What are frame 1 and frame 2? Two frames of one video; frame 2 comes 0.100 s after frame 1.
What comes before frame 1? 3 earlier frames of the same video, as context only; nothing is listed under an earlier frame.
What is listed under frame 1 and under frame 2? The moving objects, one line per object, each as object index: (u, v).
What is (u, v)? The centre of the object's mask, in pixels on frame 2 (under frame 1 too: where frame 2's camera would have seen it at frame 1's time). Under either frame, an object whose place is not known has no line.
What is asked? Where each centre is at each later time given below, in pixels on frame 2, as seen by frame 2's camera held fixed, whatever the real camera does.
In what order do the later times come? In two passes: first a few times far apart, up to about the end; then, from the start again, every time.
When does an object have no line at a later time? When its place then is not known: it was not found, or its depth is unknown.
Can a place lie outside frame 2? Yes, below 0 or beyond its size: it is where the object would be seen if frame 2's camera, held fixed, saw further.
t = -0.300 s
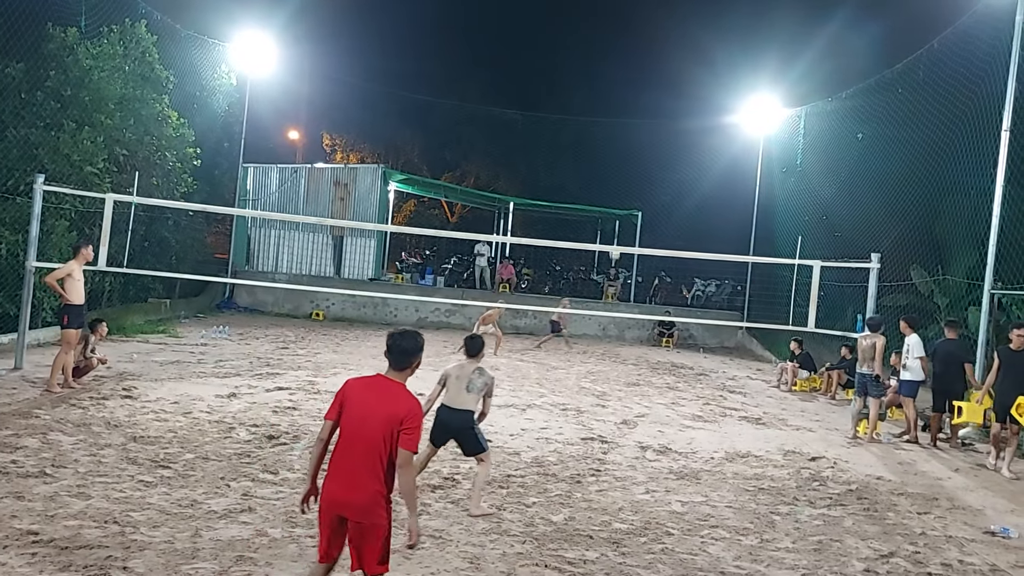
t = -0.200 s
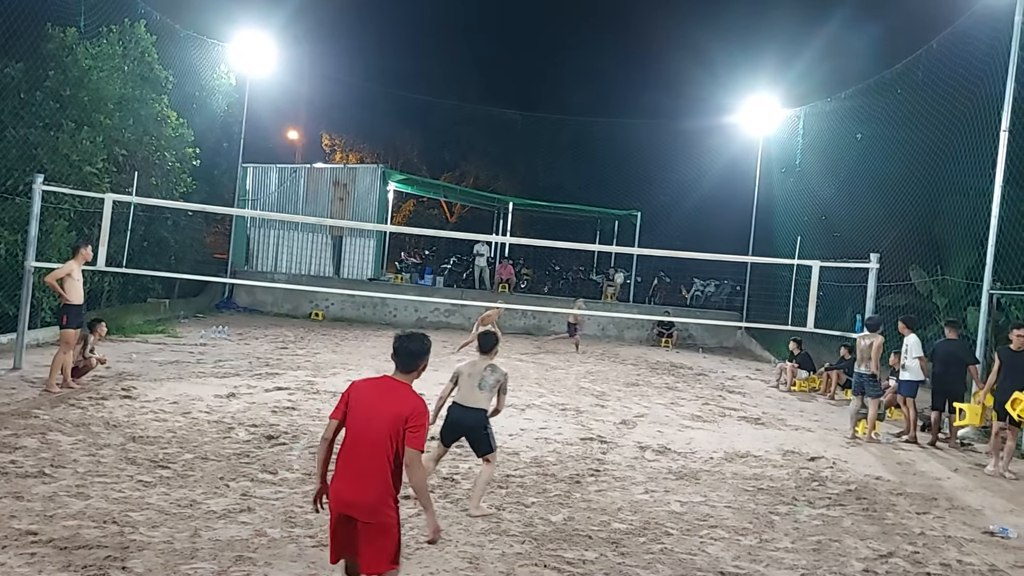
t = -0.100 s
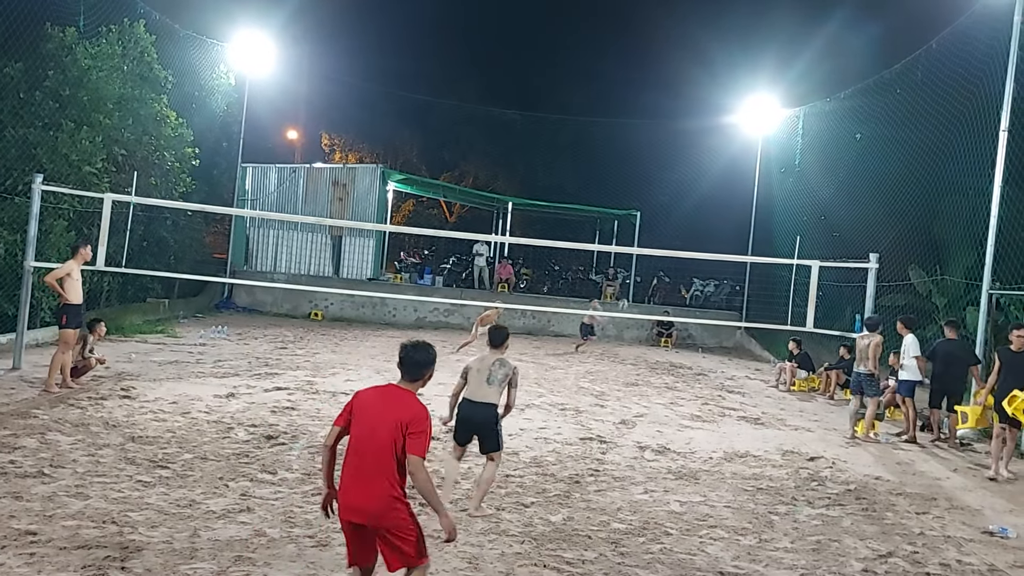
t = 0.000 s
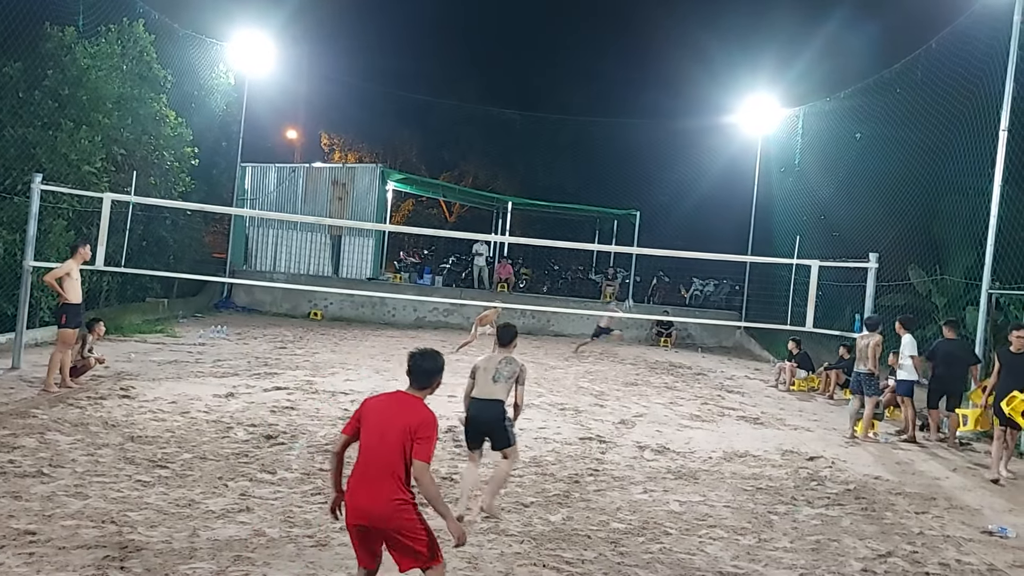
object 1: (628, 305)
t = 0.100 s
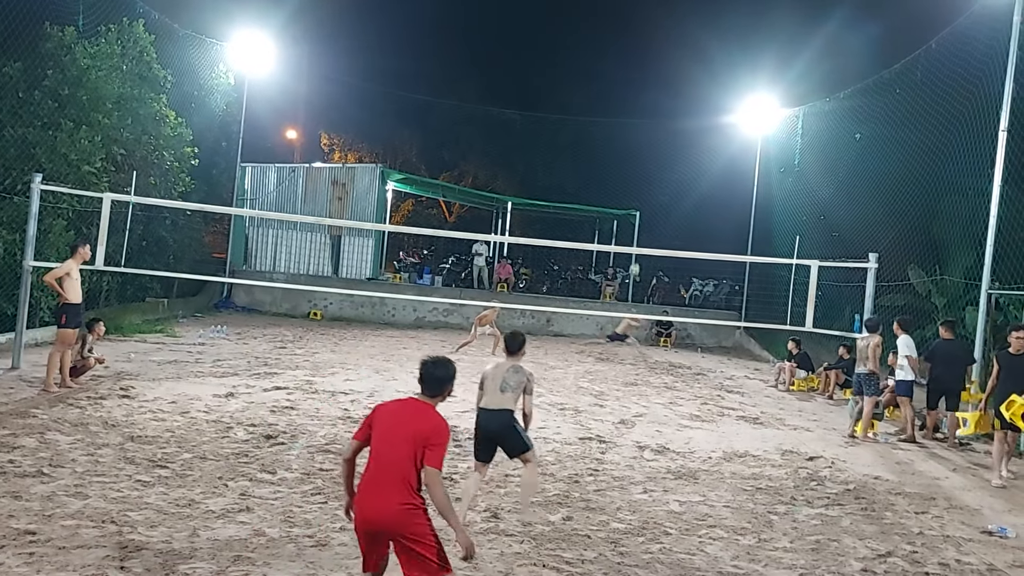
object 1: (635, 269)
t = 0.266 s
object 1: (643, 214)
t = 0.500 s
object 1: (646, 142)
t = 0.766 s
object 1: (640, 77)
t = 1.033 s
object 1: (615, 43)
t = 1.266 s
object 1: (566, 63)
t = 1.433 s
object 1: (501, 134)
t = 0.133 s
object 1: (635, 260)
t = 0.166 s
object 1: (640, 244)
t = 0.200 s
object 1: (640, 235)
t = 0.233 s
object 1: (641, 225)
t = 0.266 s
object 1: (643, 214)
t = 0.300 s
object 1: (643, 203)
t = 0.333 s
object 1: (644, 193)
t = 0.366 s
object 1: (644, 183)
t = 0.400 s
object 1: (645, 172)
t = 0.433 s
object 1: (646, 162)
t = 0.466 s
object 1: (646, 152)
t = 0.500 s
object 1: (646, 142)
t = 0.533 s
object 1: (646, 133)
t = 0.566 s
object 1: (646, 124)
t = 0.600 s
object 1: (646, 115)
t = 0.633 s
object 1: (645, 107)
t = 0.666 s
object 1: (644, 99)
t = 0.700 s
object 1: (643, 91)
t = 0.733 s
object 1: (642, 83)
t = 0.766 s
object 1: (640, 77)
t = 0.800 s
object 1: (638, 70)
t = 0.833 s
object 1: (636, 64)
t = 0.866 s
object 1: (634, 59)
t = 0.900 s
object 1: (631, 54)
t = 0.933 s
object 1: (627, 50)
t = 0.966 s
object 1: (624, 47)
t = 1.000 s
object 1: (620, 44)
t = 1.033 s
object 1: (615, 43)
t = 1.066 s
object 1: (610, 42)
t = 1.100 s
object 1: (604, 42)
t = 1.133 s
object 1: (598, 44)
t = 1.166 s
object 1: (591, 46)
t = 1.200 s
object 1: (583, 50)
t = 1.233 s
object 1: (575, 56)
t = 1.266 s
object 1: (566, 63)
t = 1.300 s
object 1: (555, 73)
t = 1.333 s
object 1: (544, 84)
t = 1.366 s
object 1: (531, 98)
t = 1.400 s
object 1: (517, 114)
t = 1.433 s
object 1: (501, 134)
